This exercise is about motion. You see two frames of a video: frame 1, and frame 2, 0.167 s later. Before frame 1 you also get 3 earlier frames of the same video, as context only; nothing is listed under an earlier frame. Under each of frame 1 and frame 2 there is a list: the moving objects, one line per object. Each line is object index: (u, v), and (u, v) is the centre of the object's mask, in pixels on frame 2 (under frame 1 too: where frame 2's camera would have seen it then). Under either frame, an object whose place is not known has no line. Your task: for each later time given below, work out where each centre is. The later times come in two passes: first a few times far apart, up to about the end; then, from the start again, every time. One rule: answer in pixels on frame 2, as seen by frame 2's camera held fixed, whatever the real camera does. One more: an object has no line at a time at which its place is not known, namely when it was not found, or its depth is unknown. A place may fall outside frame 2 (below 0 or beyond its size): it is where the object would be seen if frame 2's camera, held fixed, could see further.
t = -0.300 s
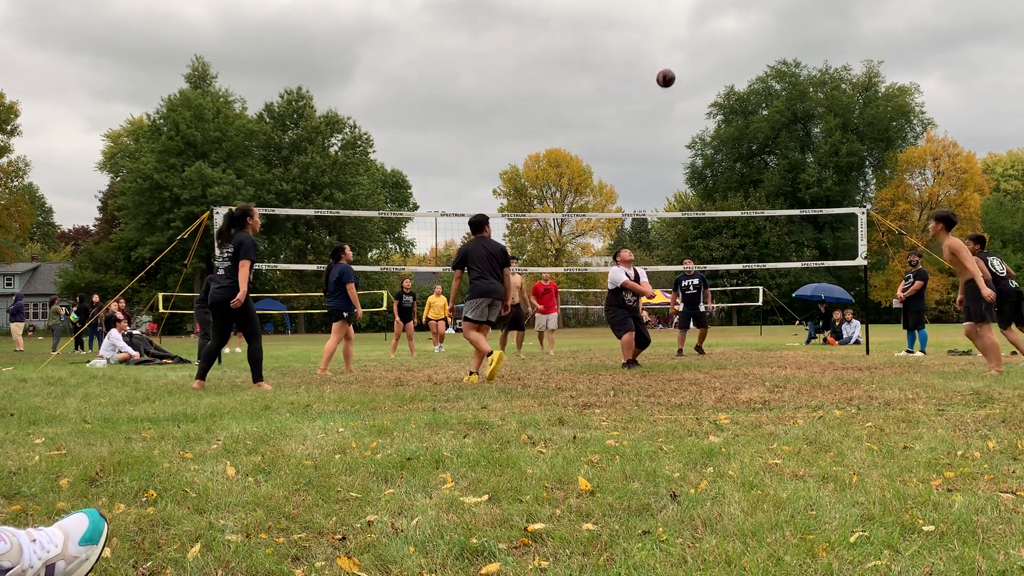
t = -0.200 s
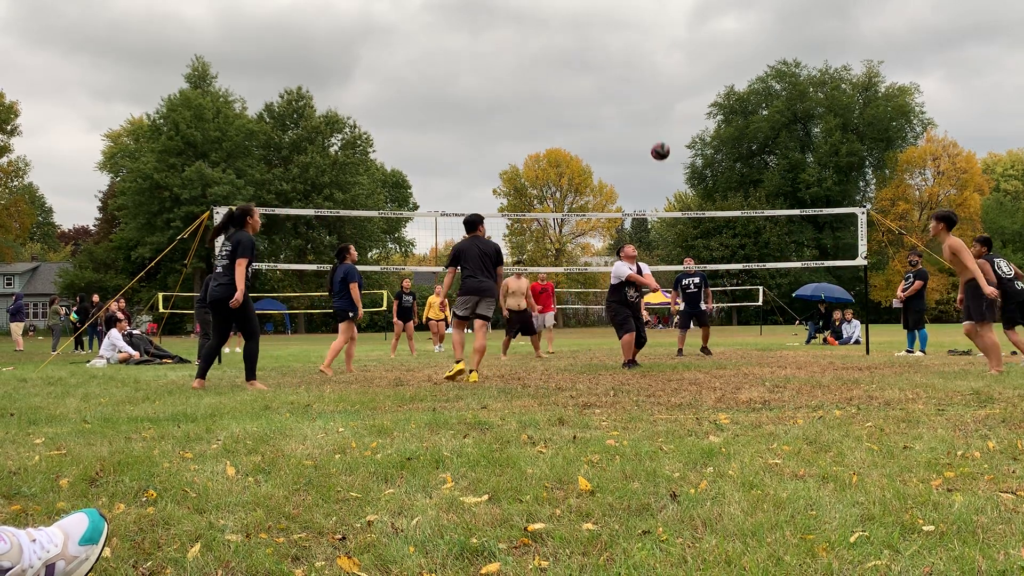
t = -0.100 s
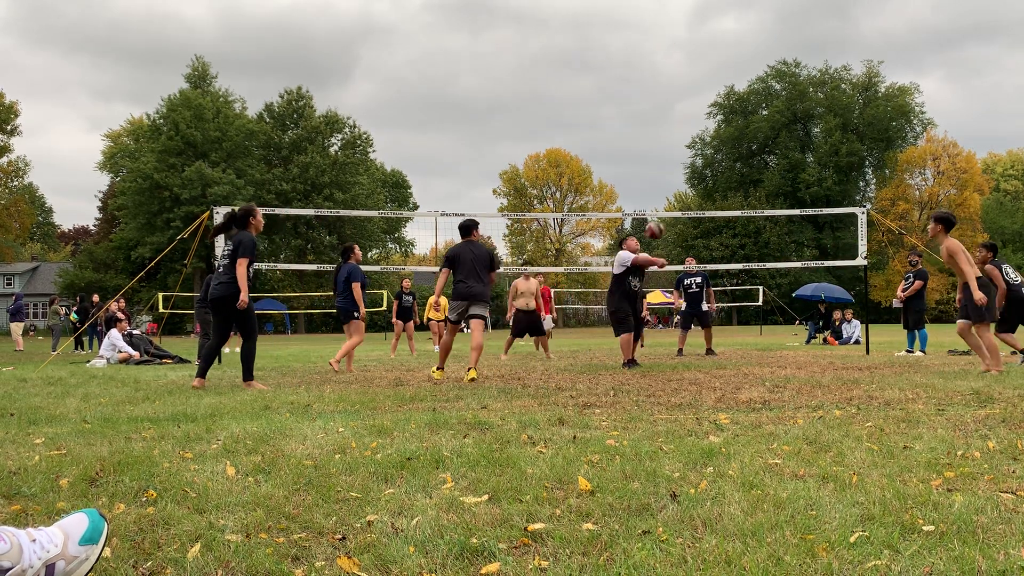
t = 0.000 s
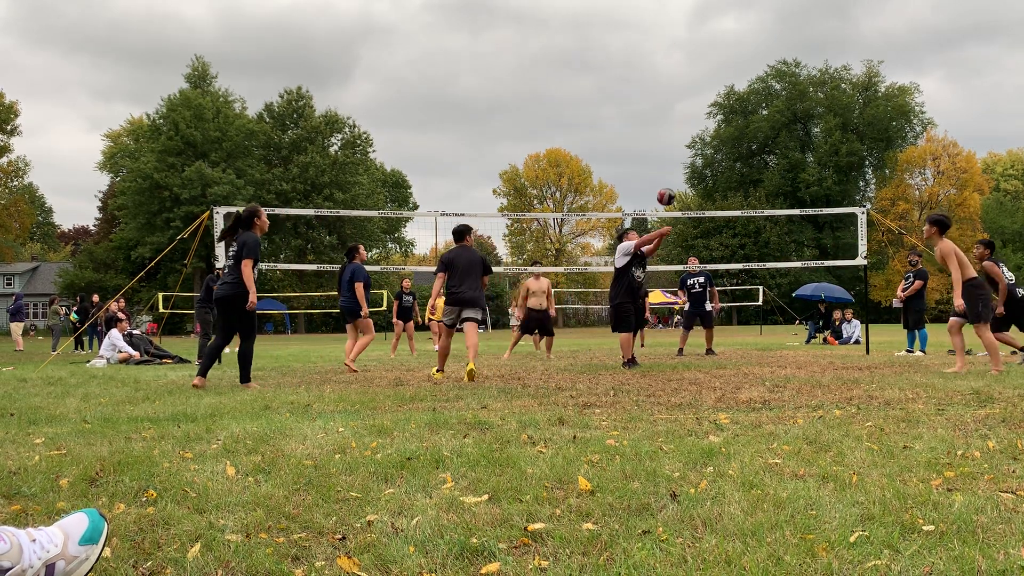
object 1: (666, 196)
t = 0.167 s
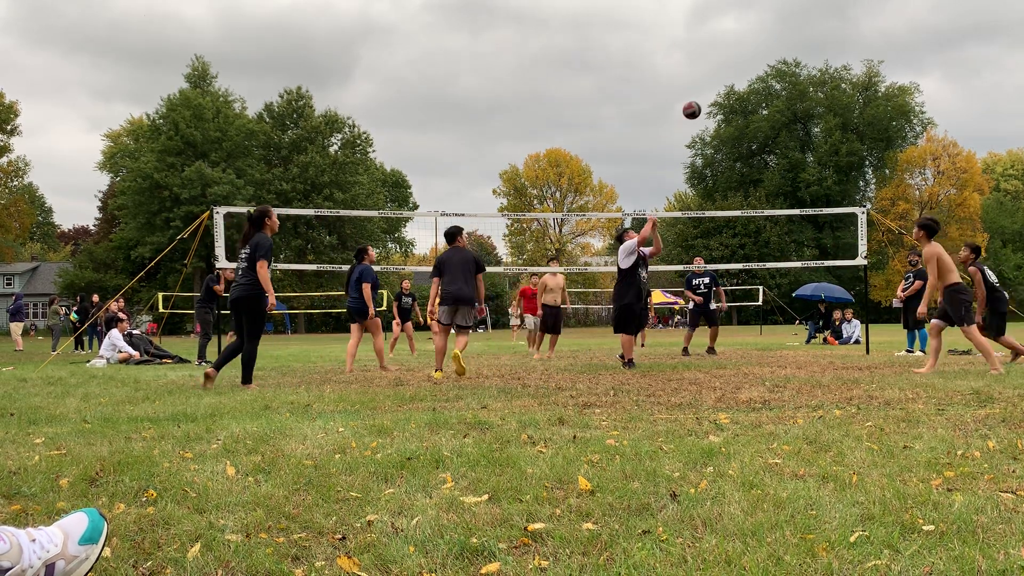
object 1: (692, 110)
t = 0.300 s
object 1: (712, 61)
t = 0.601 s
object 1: (755, 11)
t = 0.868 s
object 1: (791, 29)
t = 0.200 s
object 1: (697, 95)
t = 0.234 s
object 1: (702, 83)
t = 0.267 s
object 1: (707, 72)
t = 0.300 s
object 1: (712, 61)
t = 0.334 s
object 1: (717, 52)
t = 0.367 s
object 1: (721, 43)
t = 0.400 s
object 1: (726, 35)
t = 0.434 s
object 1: (731, 29)
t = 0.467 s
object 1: (736, 23)
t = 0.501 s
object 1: (741, 19)
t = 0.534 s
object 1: (745, 15)
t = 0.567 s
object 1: (750, 13)
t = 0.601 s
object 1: (755, 11)
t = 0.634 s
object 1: (760, 10)
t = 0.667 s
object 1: (764, 10)
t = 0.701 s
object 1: (769, 11)
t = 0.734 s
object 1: (773, 13)
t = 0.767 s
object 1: (778, 17)
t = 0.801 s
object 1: (783, 20)
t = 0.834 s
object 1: (787, 24)
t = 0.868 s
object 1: (791, 29)
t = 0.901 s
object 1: (796, 36)
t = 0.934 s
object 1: (800, 43)
